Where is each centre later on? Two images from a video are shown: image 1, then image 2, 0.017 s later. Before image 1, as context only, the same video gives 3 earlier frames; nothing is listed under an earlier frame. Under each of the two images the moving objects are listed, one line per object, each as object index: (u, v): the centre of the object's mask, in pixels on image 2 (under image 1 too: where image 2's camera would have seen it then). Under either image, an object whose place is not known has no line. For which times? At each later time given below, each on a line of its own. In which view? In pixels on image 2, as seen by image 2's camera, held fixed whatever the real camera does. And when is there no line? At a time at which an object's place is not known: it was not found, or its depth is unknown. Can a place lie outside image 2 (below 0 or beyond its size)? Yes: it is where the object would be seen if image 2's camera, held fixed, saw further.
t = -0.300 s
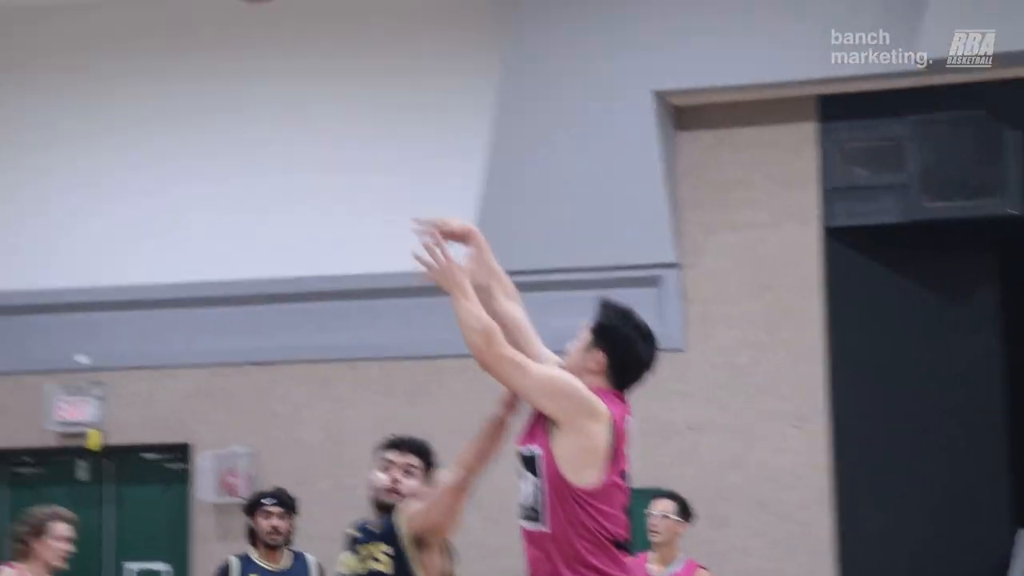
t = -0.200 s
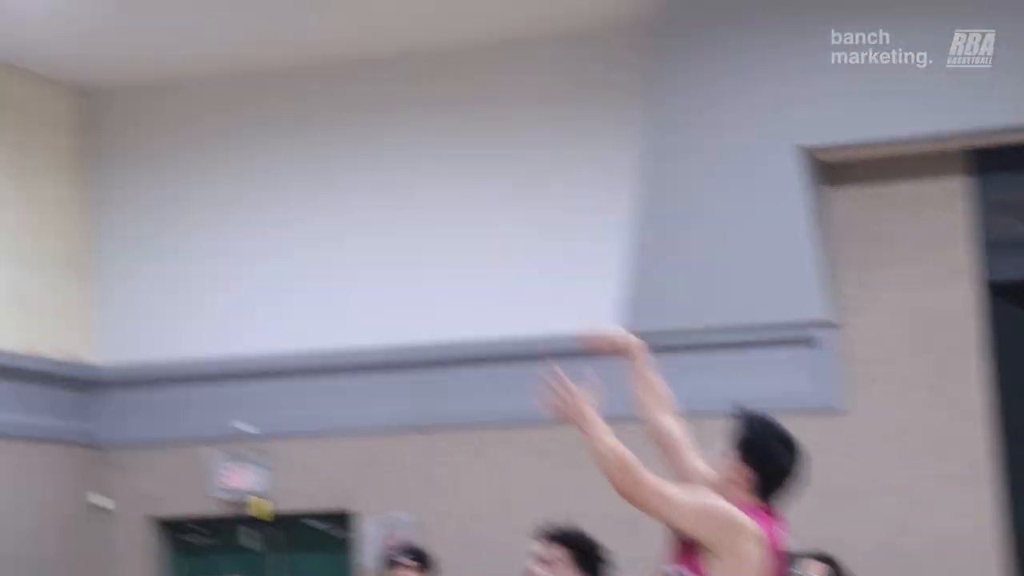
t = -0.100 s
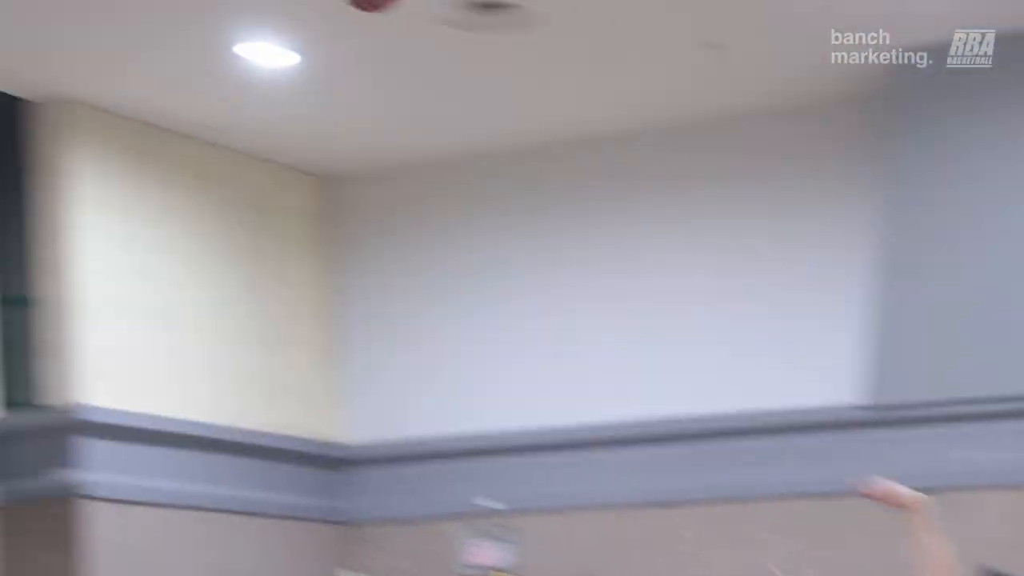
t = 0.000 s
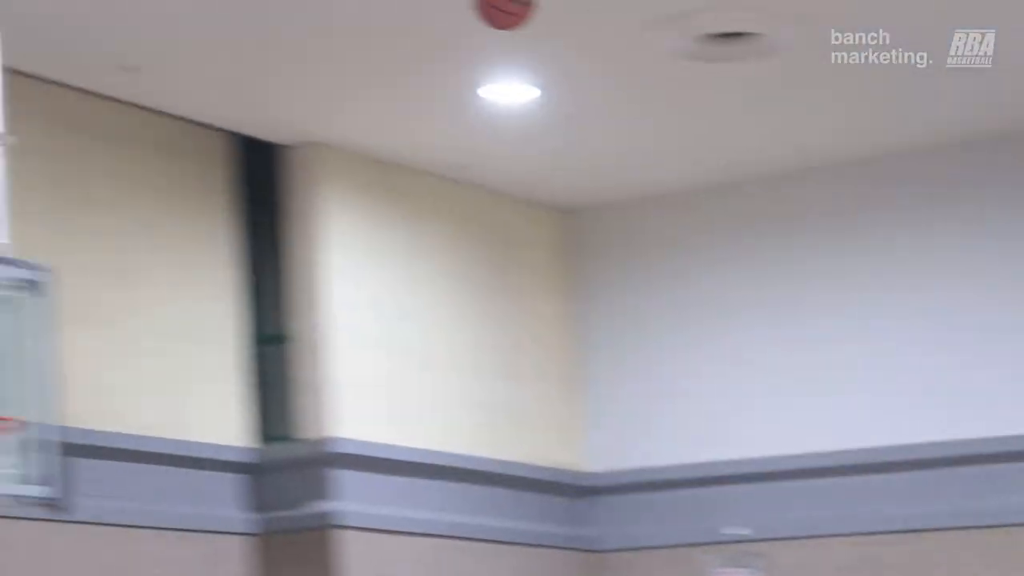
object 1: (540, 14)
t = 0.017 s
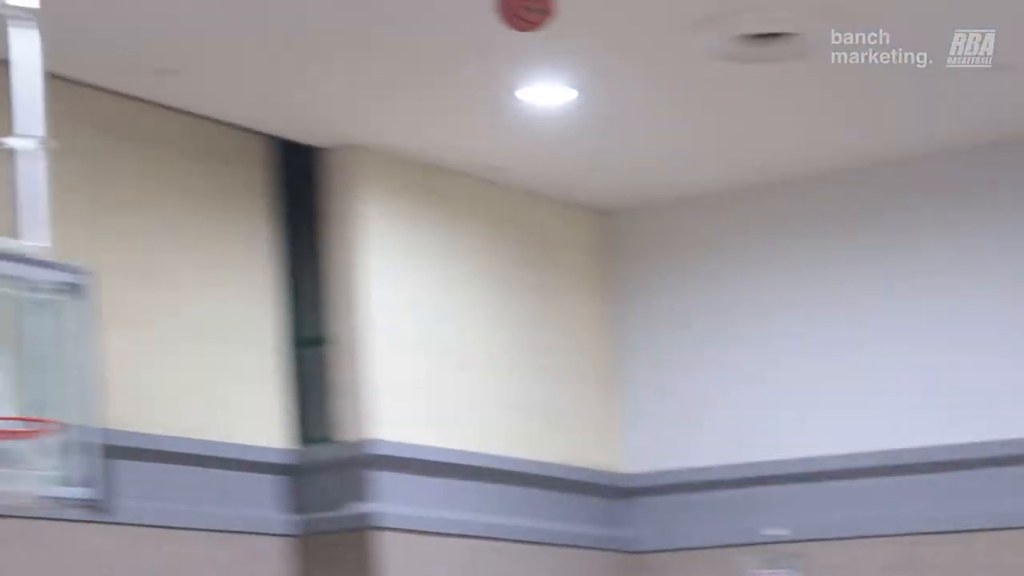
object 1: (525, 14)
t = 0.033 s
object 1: (511, 14)
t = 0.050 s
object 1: (498, 16)
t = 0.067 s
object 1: (484, 18)
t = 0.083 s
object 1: (470, 20)
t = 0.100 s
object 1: (454, 22)
